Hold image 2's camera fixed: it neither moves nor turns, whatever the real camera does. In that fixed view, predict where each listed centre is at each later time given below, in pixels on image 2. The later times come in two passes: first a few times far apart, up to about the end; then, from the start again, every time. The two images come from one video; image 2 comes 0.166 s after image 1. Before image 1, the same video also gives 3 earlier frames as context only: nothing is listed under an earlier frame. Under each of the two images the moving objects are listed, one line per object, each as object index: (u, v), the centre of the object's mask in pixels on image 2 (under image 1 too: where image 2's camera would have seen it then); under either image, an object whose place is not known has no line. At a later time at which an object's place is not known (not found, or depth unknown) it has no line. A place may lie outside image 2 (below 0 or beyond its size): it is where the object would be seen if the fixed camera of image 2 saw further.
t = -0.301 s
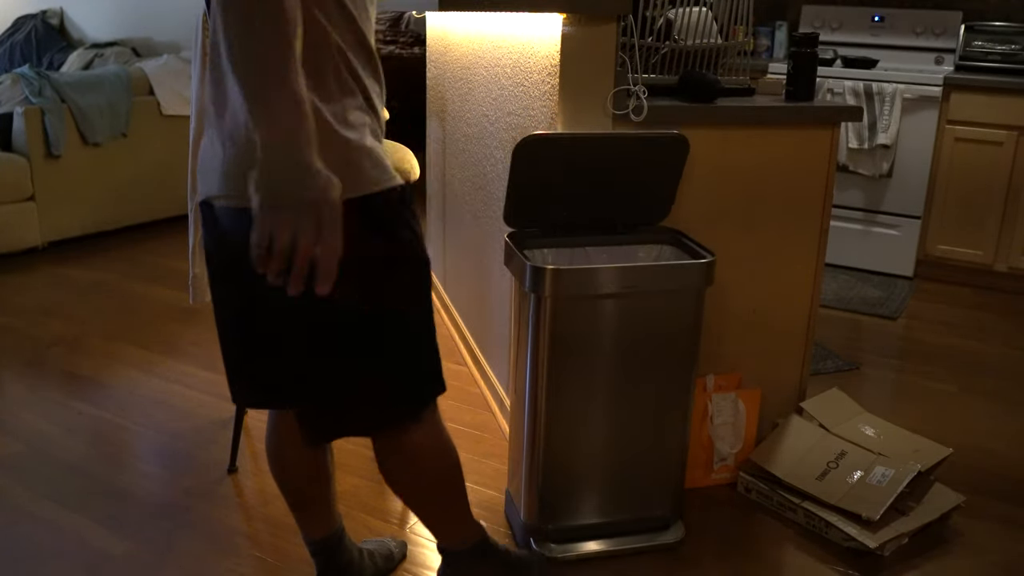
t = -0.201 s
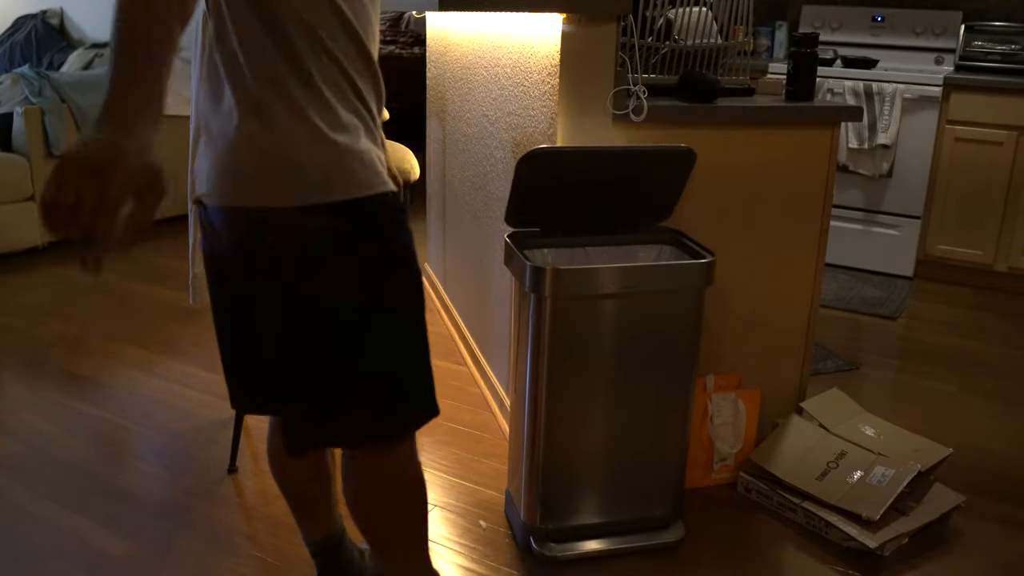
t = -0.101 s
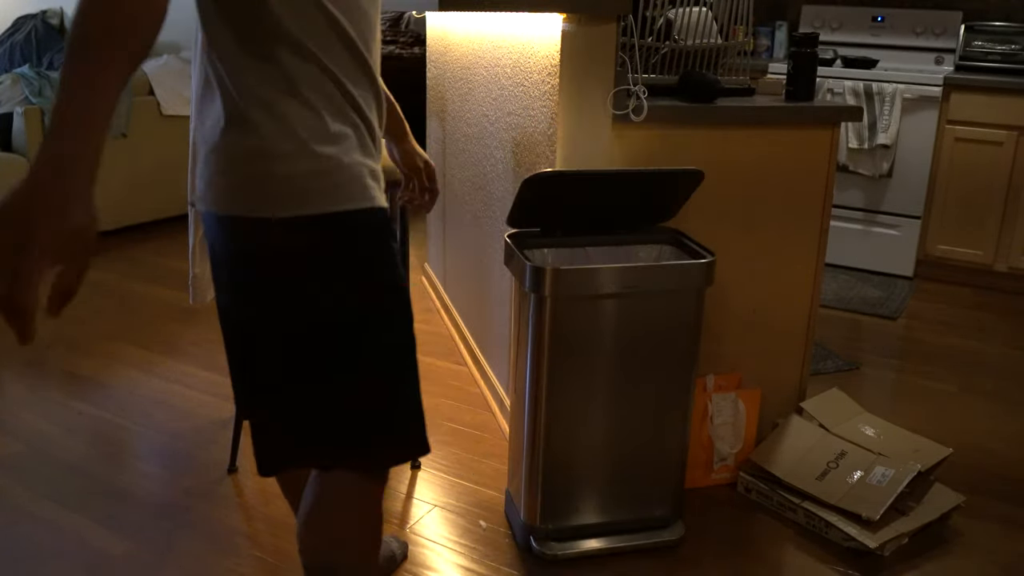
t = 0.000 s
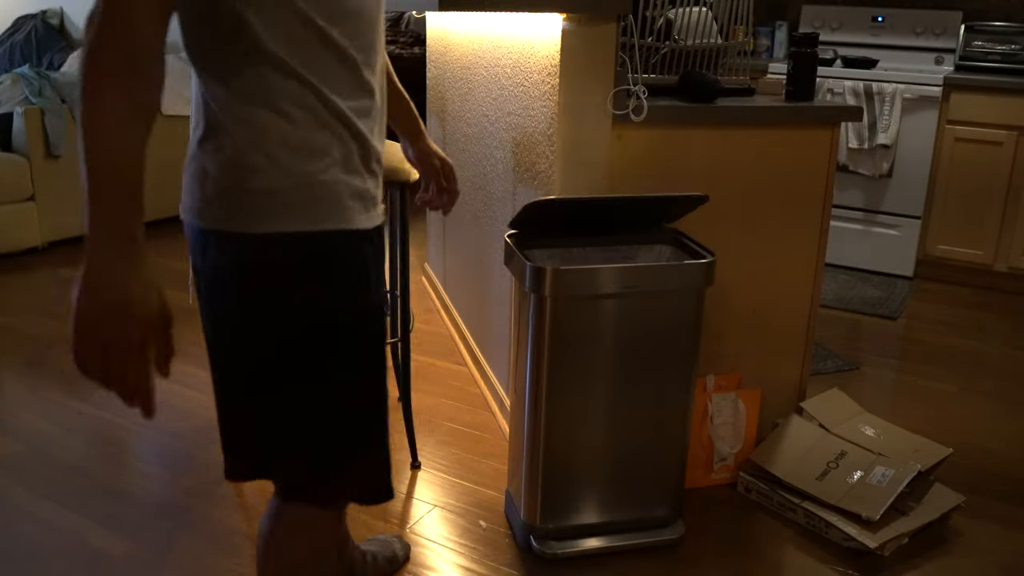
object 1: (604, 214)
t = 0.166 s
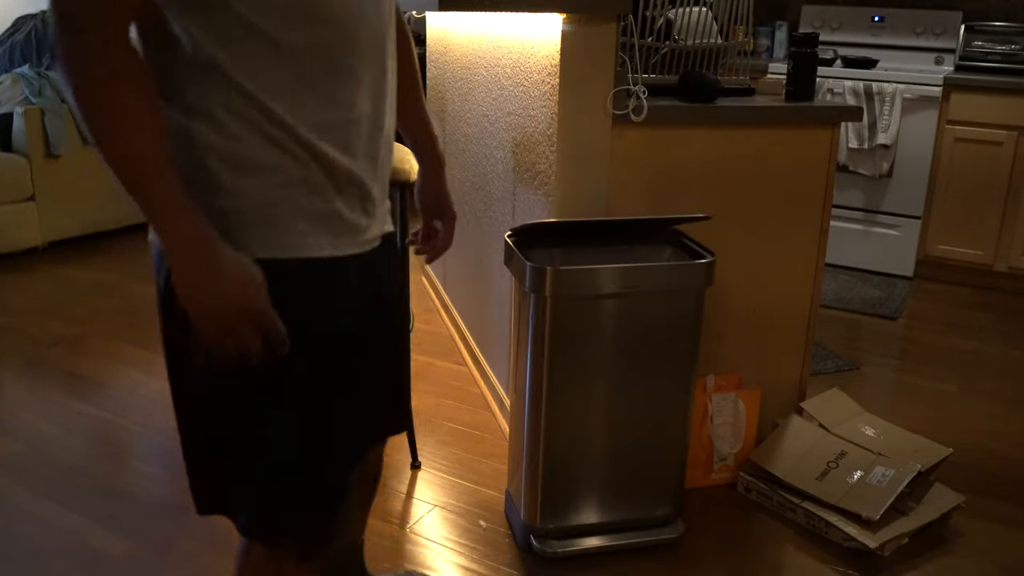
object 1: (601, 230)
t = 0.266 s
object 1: (601, 230)
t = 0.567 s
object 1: (597, 237)
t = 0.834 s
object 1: (599, 246)
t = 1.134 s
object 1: (605, 247)
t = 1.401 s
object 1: (606, 246)
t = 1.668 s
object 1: (606, 248)
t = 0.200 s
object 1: (601, 230)
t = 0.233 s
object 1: (601, 230)
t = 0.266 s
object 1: (601, 230)
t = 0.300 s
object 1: (601, 230)
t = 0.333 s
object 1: (601, 230)
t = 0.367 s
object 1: (601, 231)
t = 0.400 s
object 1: (600, 231)
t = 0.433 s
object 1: (600, 232)
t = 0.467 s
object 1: (601, 233)
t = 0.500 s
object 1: (601, 234)
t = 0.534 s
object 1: (598, 236)
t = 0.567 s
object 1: (597, 237)
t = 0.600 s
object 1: (597, 238)
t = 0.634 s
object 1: (597, 240)
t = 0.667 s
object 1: (597, 240)
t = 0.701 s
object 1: (600, 239)
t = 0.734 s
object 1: (600, 240)
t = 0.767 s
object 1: (602, 246)
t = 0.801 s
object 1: (599, 246)
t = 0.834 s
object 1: (599, 246)
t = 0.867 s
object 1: (600, 246)
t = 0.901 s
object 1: (600, 247)
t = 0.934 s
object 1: (601, 246)
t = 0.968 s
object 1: (602, 247)
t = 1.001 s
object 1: (603, 247)
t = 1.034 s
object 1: (603, 247)
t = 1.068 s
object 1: (604, 247)
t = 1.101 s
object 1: (605, 247)
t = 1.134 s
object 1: (605, 247)
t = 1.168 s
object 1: (606, 247)
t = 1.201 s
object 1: (606, 247)
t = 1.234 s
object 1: (606, 247)
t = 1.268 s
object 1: (606, 247)
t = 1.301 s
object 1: (607, 246)
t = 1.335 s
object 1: (607, 246)
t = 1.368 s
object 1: (607, 247)
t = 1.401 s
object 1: (606, 246)
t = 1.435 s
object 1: (607, 247)
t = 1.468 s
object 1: (607, 247)
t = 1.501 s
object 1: (606, 246)
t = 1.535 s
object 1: (606, 247)
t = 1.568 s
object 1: (606, 247)
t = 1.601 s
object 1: (606, 247)
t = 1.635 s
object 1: (606, 247)
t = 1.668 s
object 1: (606, 248)
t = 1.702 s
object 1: (606, 247)
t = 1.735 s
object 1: (606, 247)
